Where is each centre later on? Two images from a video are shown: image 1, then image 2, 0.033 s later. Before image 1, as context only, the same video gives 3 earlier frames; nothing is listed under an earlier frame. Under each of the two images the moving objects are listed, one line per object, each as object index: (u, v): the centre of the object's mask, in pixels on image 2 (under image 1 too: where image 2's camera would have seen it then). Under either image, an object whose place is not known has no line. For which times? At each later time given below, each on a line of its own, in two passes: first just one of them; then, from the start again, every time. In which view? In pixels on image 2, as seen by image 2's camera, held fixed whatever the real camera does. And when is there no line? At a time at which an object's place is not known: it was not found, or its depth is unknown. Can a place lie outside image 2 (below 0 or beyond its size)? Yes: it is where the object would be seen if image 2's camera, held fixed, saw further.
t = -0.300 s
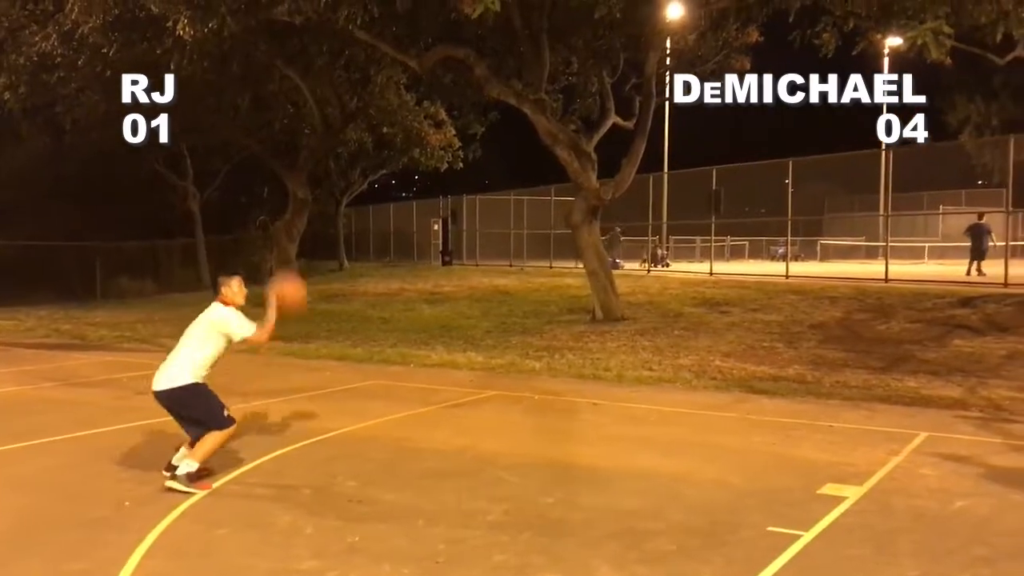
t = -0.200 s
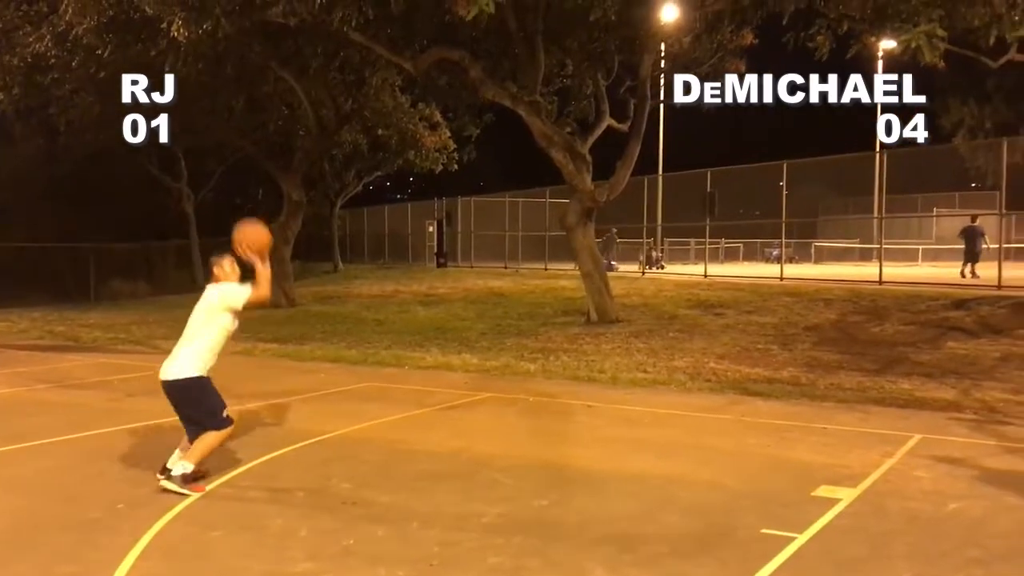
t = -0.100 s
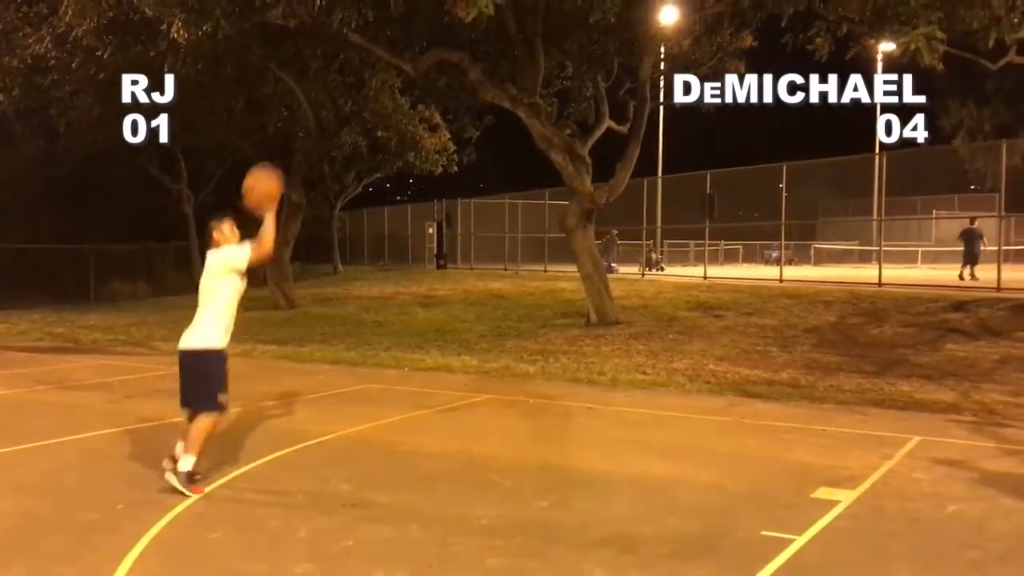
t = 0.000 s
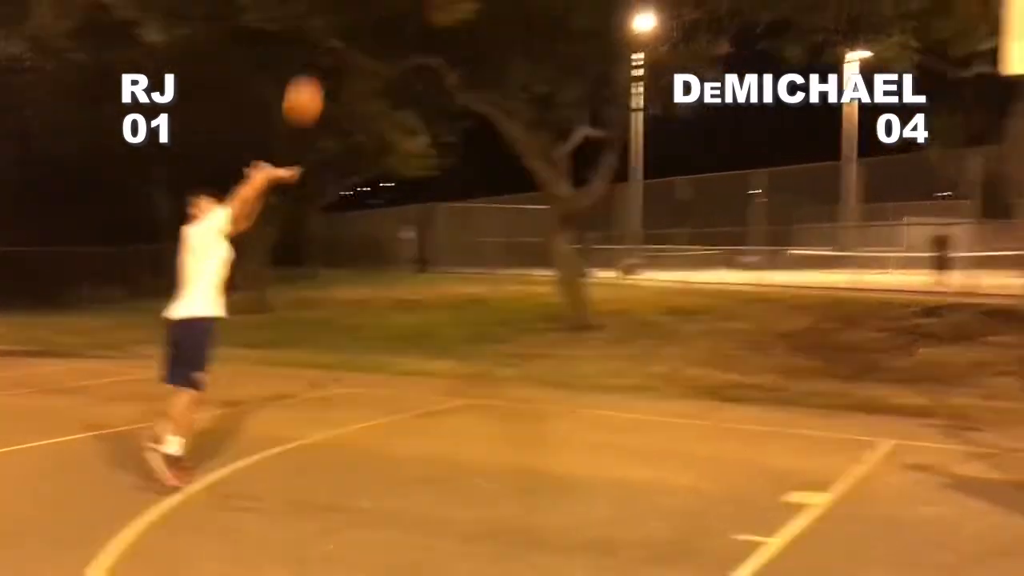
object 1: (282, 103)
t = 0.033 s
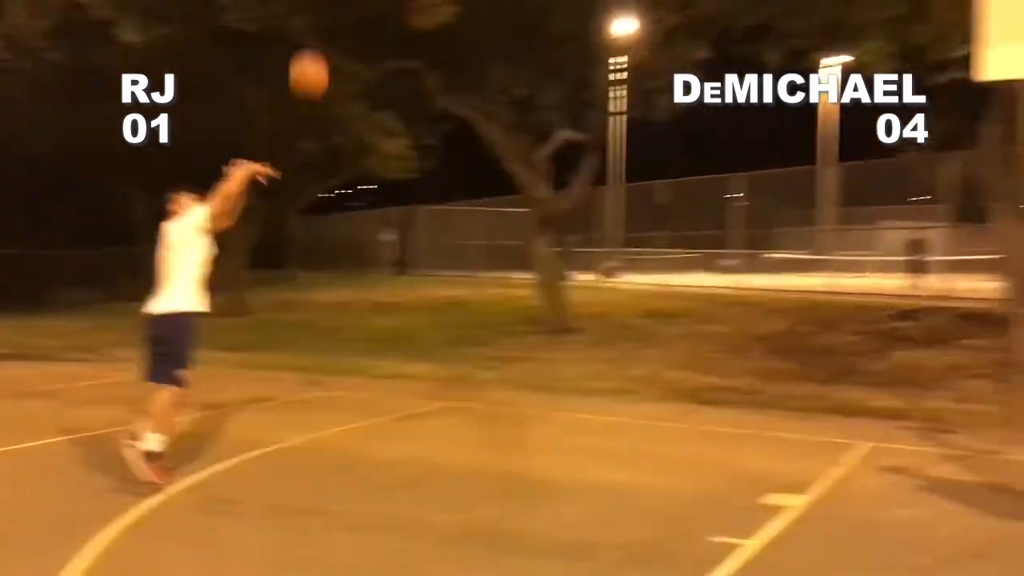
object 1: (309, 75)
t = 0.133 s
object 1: (389, -1)
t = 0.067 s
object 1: (335, 47)
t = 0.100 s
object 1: (361, 21)
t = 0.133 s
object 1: (389, -1)
